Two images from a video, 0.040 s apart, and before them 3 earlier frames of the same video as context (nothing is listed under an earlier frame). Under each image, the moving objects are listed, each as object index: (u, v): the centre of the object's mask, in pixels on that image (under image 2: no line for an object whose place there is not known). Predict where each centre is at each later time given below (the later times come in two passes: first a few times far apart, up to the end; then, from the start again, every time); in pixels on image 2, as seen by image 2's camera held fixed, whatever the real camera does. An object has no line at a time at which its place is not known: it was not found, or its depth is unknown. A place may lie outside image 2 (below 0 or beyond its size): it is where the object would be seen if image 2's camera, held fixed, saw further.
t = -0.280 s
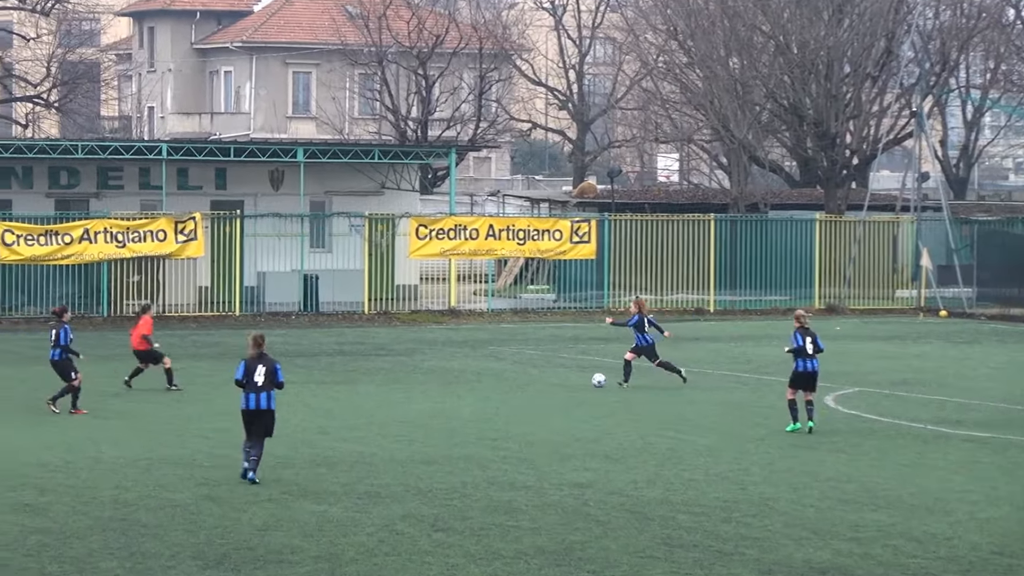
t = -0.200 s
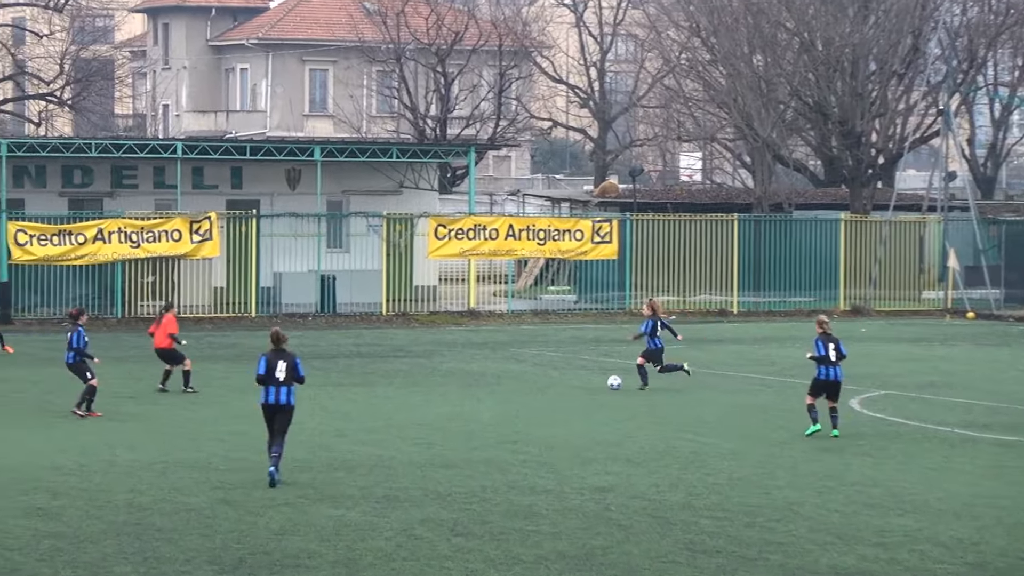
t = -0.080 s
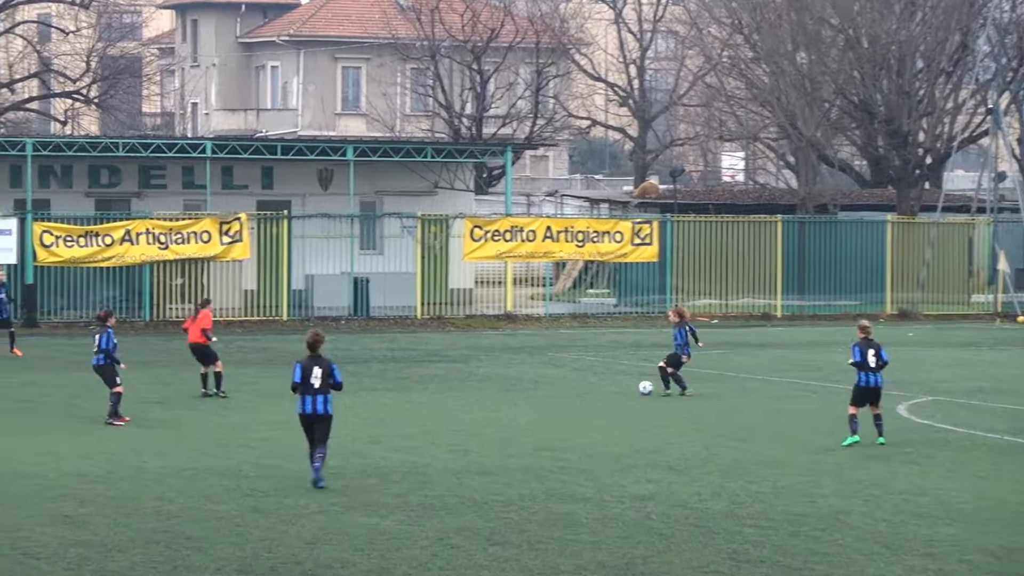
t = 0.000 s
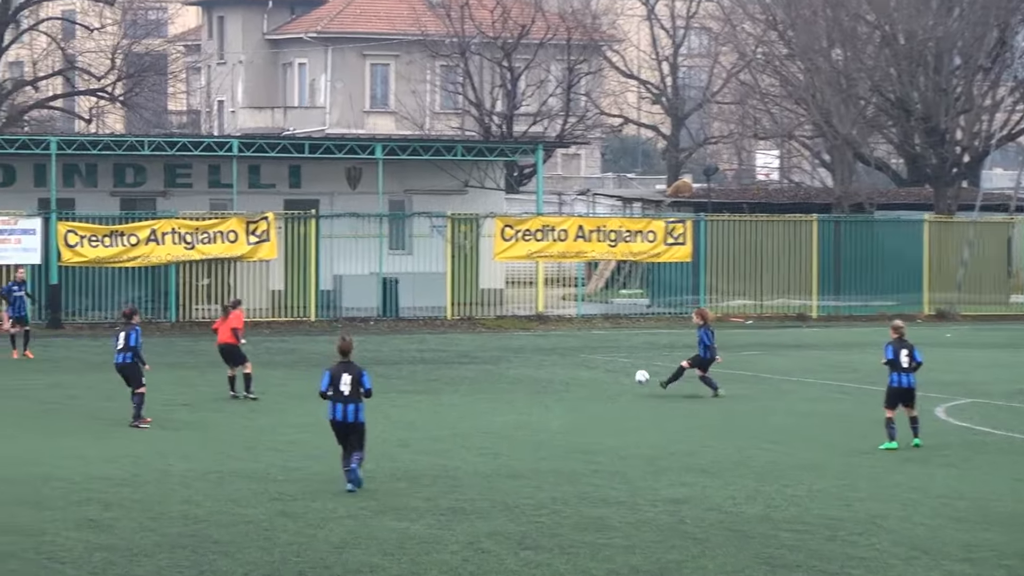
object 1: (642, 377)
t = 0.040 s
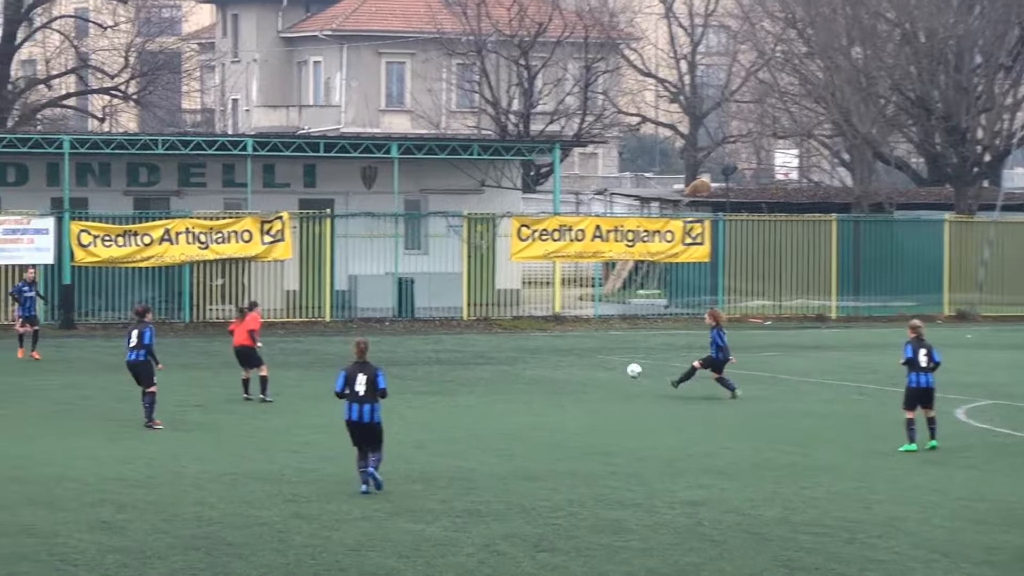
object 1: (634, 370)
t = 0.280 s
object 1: (491, 347)
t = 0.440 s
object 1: (403, 352)
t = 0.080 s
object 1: (609, 364)
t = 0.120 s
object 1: (585, 358)
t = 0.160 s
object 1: (561, 354)
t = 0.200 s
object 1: (537, 350)
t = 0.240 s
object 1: (514, 348)
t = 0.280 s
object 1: (491, 347)
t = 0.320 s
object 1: (468, 347)
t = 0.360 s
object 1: (446, 348)
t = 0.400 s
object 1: (424, 349)
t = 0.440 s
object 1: (403, 352)
